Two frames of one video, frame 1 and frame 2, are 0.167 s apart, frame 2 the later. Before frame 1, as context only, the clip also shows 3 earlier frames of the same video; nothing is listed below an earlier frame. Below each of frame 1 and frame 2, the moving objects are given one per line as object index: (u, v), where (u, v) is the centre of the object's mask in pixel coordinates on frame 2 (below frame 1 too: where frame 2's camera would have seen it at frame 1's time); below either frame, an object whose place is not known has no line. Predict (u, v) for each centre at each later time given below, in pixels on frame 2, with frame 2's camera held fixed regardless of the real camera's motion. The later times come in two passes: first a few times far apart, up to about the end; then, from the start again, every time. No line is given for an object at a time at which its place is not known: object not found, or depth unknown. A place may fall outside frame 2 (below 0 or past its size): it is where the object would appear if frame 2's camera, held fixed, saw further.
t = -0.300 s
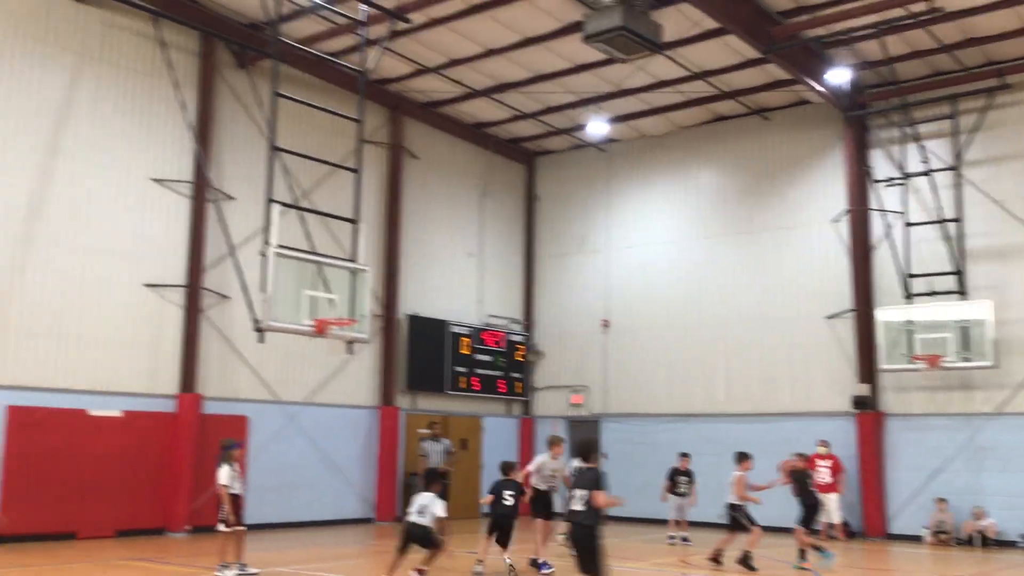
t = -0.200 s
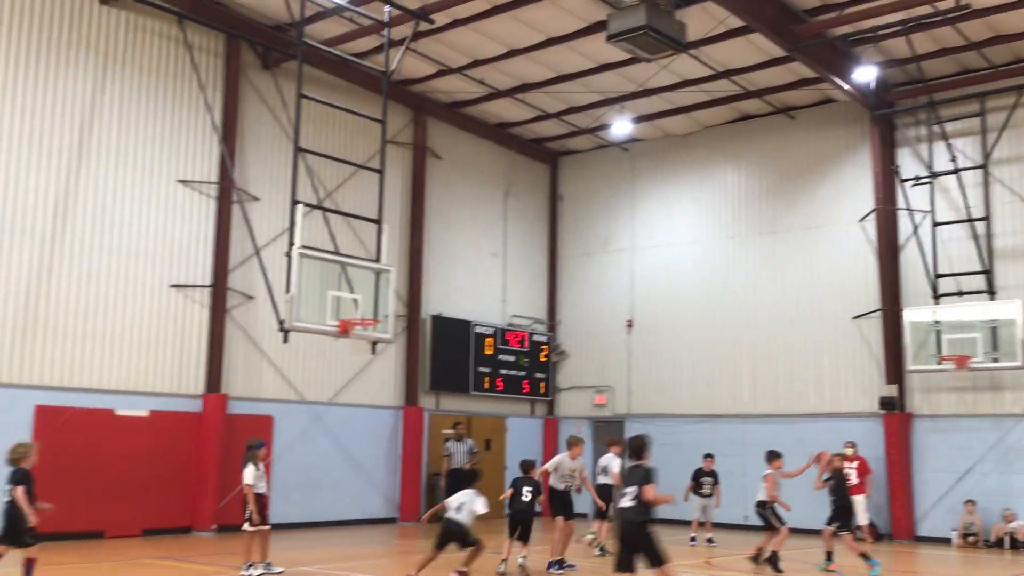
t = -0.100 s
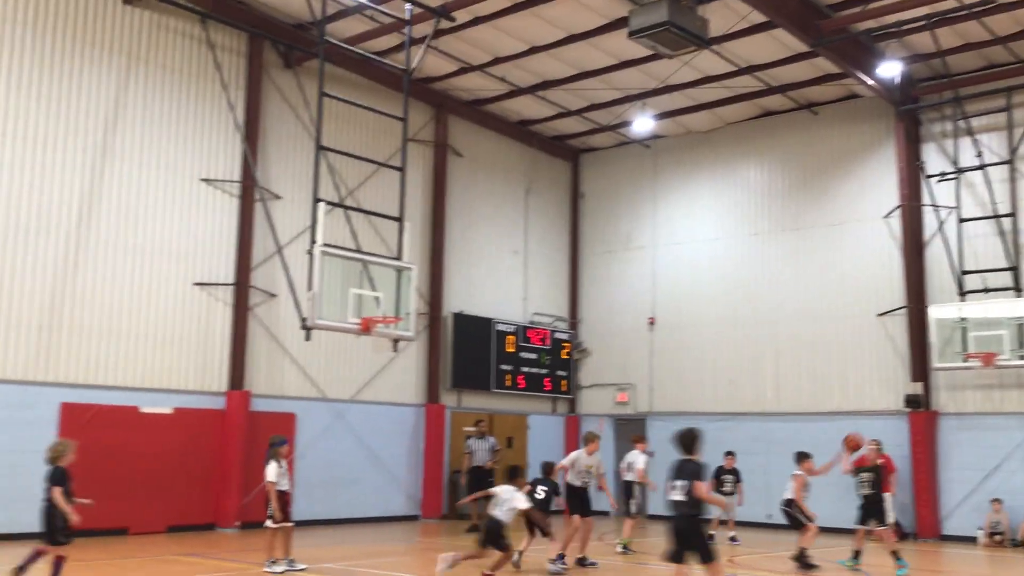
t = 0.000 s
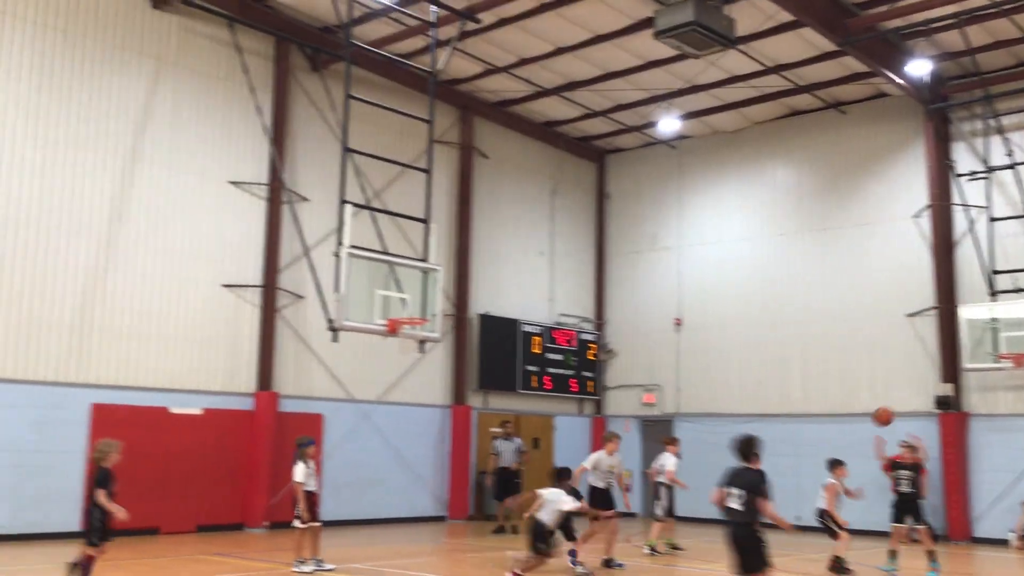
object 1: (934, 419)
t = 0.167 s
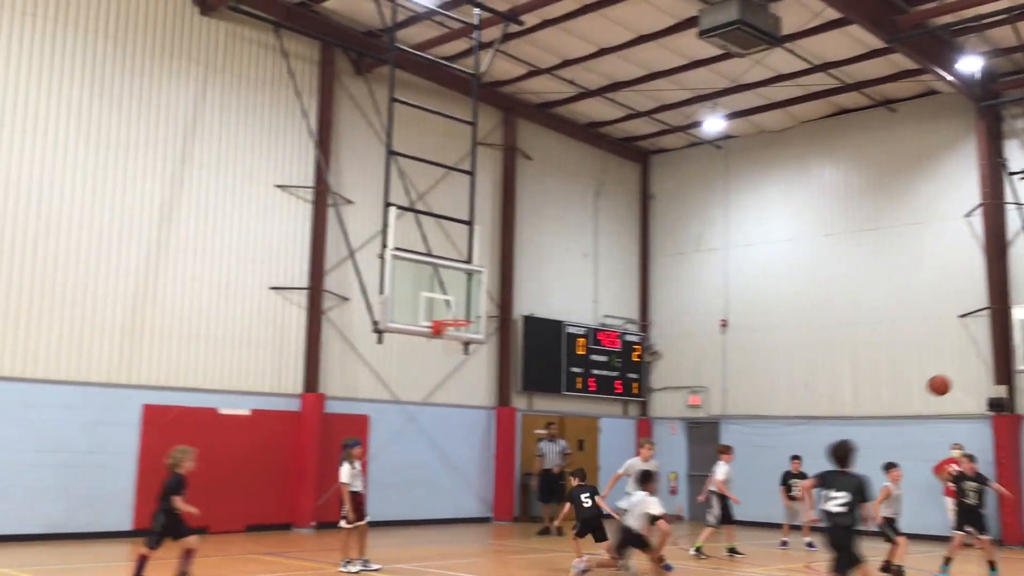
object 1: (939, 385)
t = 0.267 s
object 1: (942, 375)
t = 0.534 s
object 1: (956, 395)
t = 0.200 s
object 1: (940, 381)
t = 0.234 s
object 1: (941, 378)
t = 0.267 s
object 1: (942, 375)
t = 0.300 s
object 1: (944, 374)
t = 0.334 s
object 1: (945, 374)
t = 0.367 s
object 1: (947, 375)
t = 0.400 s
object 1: (948, 376)
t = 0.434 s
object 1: (950, 379)
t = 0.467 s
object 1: (952, 383)
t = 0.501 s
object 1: (954, 388)
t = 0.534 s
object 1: (956, 395)
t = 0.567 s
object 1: (959, 403)
